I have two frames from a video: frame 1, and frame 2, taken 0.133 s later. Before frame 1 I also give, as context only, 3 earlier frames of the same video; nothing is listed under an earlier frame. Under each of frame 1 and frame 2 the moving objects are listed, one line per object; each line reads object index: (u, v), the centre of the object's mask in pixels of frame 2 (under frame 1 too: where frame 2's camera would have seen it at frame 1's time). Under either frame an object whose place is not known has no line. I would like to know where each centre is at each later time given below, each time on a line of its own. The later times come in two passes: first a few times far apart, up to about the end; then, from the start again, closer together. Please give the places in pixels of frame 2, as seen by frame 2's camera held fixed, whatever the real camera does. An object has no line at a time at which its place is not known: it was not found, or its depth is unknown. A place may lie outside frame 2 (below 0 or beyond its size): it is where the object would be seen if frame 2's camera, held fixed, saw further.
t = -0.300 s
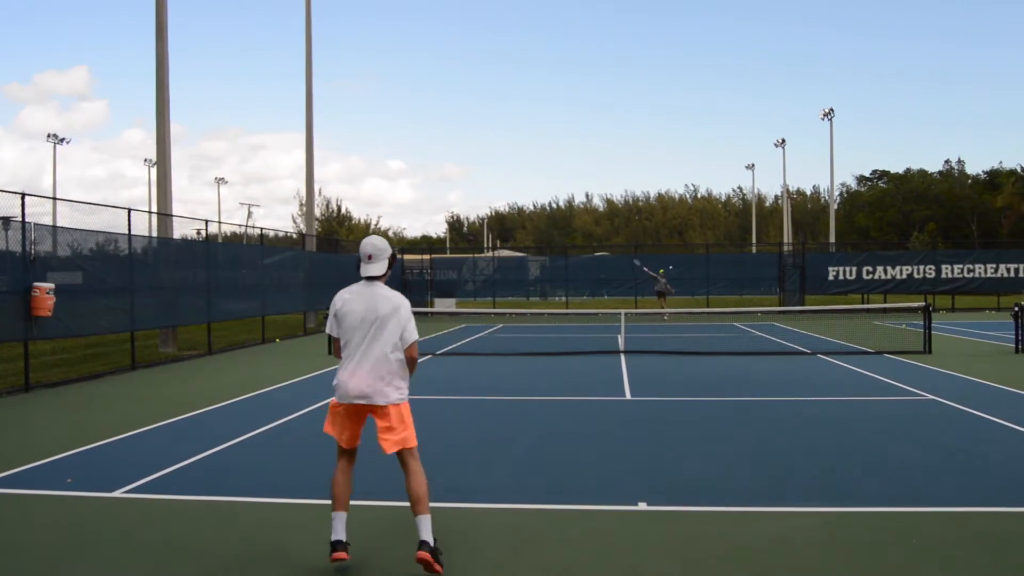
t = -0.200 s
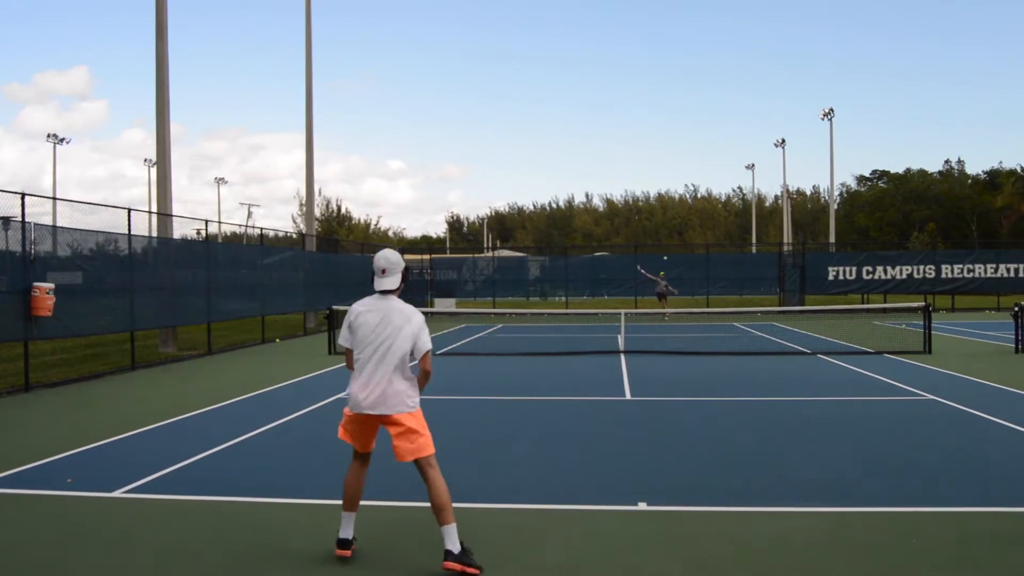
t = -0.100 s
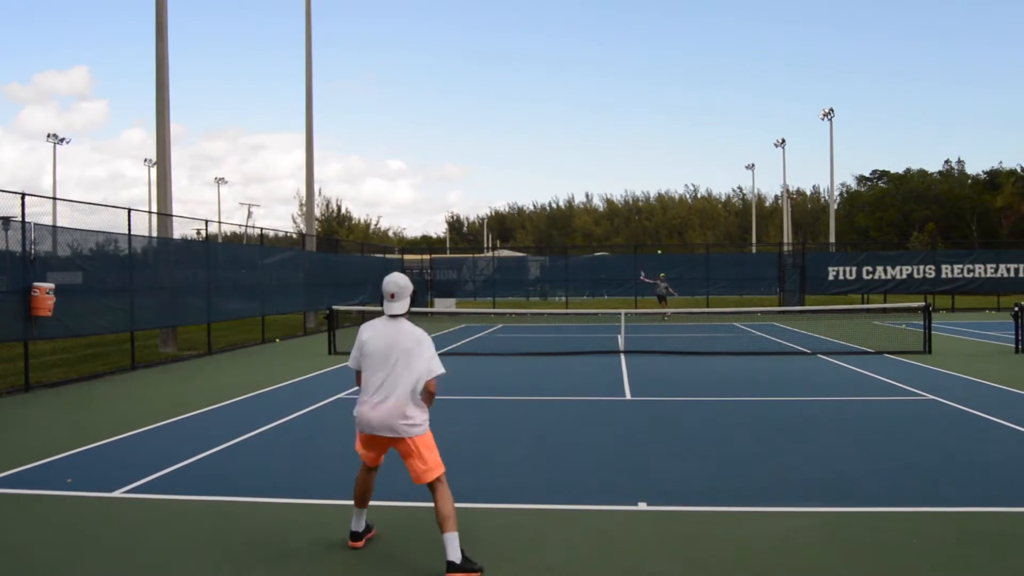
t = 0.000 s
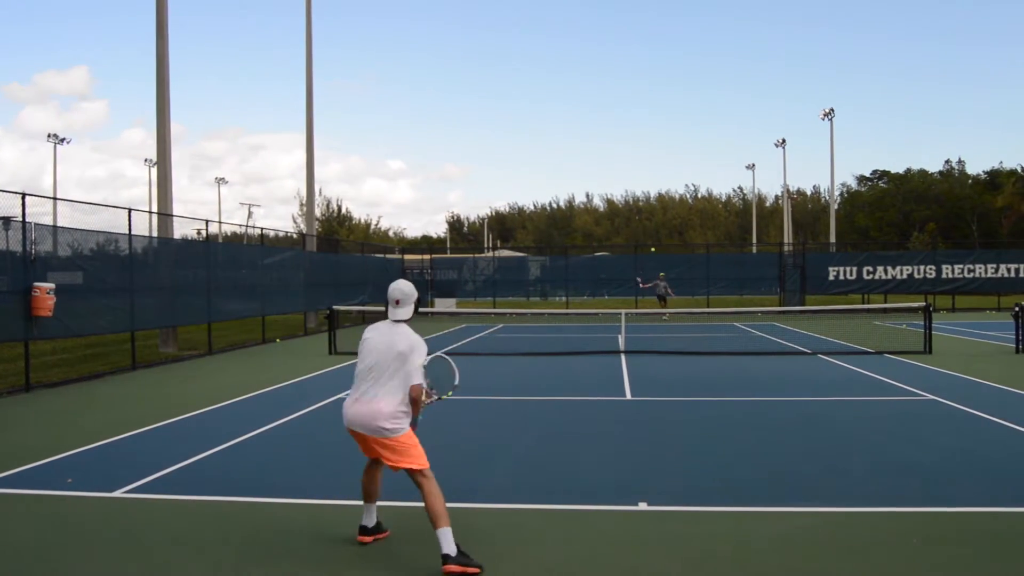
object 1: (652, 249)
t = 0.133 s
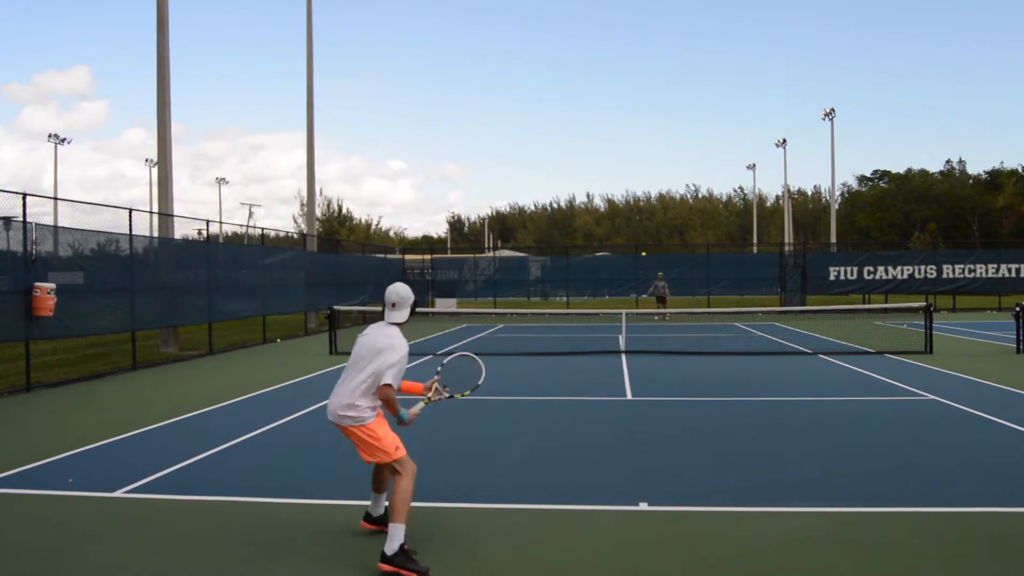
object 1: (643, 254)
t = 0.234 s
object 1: (635, 264)
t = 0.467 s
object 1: (608, 329)
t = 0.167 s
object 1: (641, 257)
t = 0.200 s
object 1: (638, 260)
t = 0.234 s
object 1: (635, 264)
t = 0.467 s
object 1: (608, 329)
